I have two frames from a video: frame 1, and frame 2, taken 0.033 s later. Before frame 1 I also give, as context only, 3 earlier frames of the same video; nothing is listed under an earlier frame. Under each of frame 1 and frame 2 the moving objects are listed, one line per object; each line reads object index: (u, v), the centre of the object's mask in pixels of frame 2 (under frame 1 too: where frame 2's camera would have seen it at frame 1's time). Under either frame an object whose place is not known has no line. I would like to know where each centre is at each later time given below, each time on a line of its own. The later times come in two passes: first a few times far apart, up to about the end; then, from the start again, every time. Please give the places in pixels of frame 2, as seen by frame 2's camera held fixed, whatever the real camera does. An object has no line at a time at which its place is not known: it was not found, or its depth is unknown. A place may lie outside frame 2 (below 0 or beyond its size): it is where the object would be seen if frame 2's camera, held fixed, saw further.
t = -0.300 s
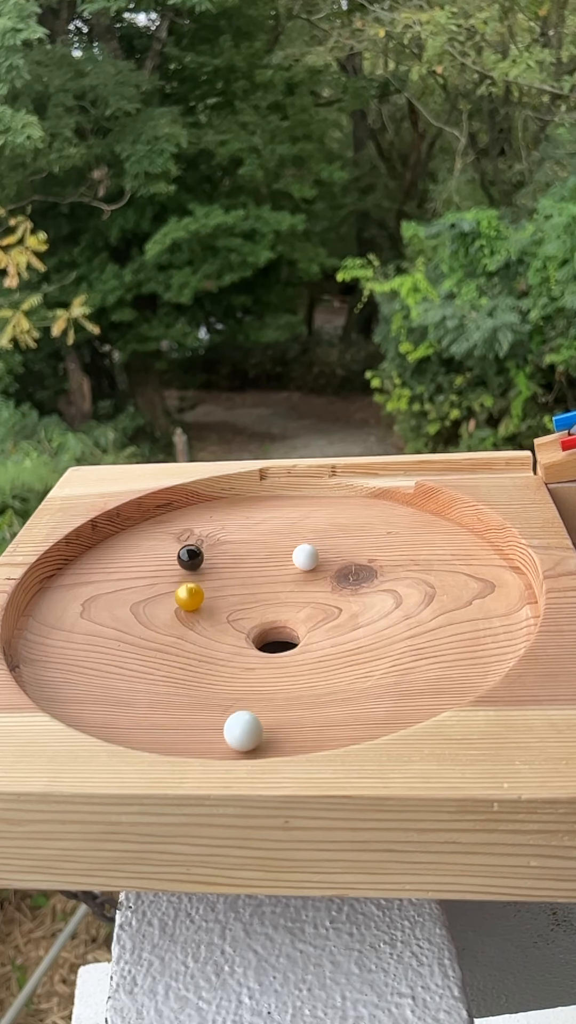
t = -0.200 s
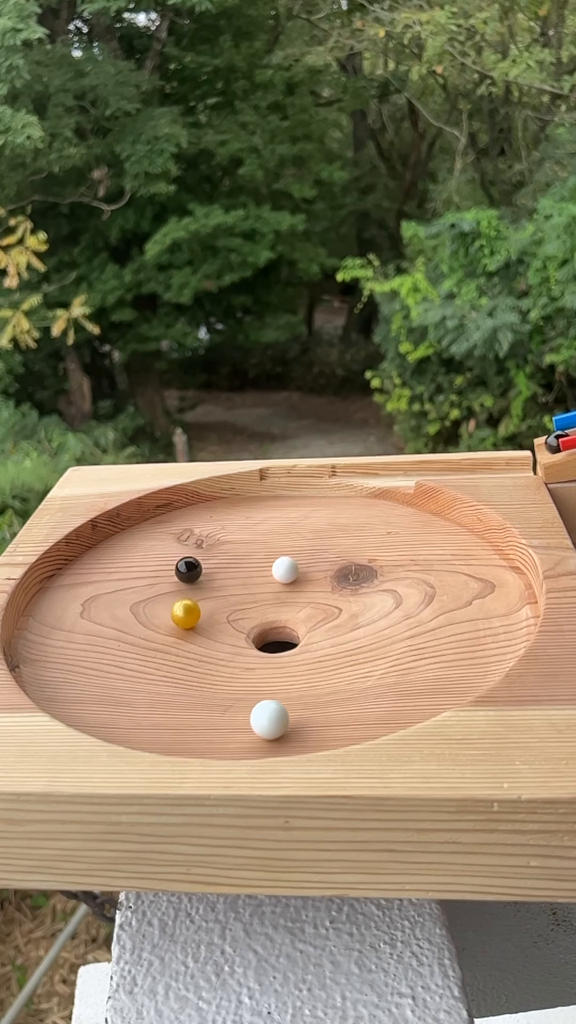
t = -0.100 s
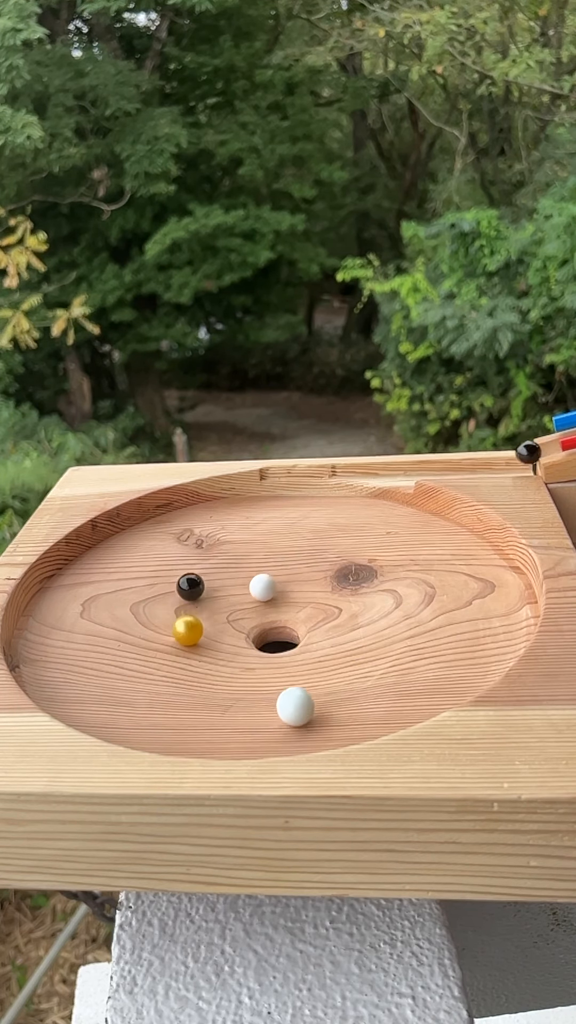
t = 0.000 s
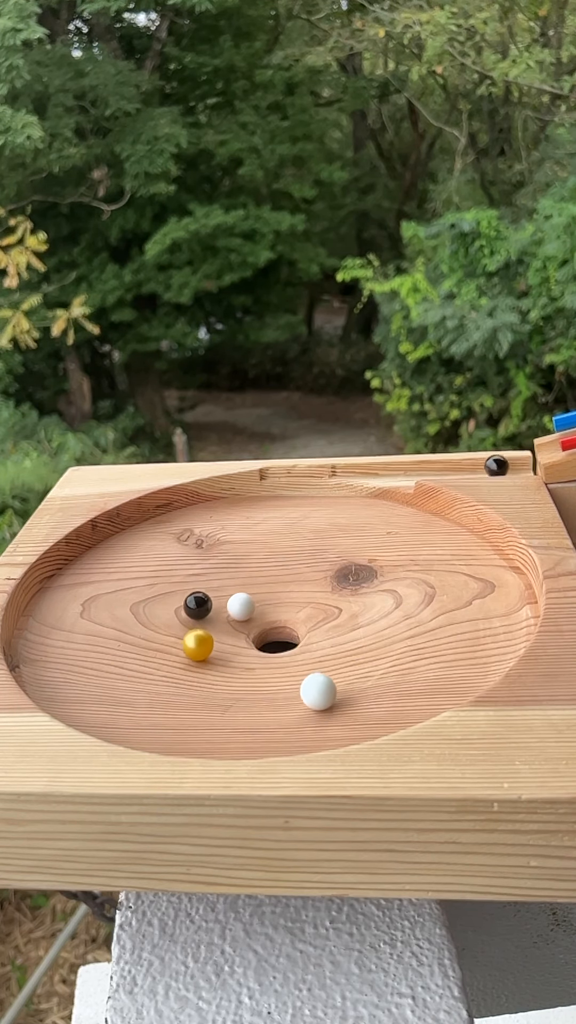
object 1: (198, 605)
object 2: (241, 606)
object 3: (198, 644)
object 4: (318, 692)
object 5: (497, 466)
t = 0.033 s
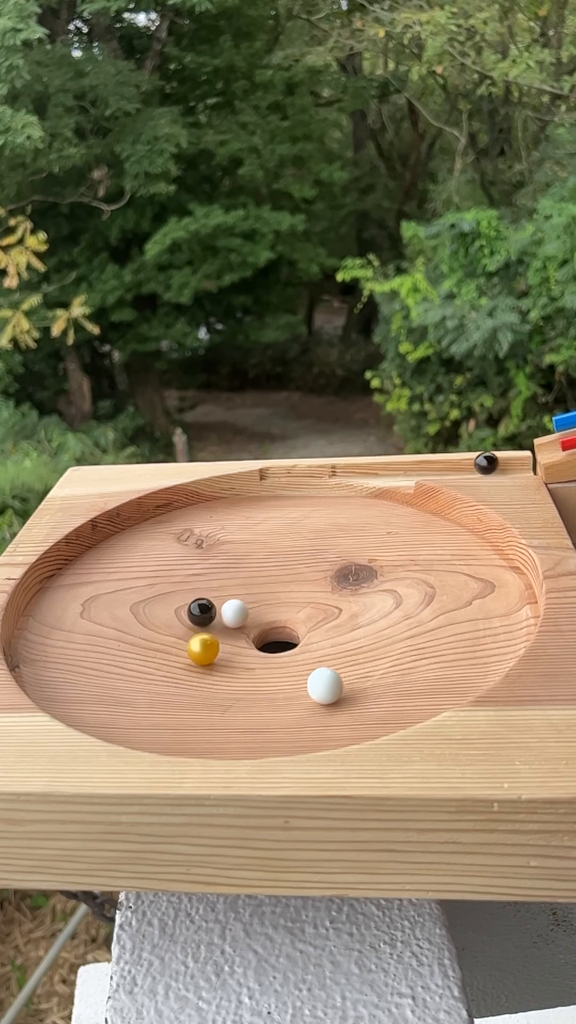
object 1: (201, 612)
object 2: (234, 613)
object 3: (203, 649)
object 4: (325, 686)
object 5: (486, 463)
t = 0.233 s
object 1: (199, 646)
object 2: (257, 641)
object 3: (252, 665)
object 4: (353, 647)
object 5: (444, 471)
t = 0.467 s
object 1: (234, 673)
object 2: (292, 650)
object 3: (321, 663)
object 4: (352, 593)
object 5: (400, 473)
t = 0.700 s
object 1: (289, 675)
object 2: (312, 630)
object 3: (373, 644)
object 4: (324, 543)
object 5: (361, 474)
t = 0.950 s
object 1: (336, 652)
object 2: (303, 601)
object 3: (387, 612)
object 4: (289, 515)
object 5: (315, 500)
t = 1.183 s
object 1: (349, 618)
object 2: (273, 587)
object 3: (361, 583)
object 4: (241, 509)
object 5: (295, 523)
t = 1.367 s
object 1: (336, 586)
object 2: (248, 590)
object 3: (323, 567)
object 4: (202, 509)
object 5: (280, 552)
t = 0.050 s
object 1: (202, 615)
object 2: (233, 616)
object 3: (206, 651)
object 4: (328, 683)
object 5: (481, 463)
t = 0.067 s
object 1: (199, 618)
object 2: (235, 620)
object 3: (210, 653)
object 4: (331, 680)
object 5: (478, 464)
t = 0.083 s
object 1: (198, 621)
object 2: (237, 622)
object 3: (213, 654)
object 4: (334, 677)
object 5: (475, 466)
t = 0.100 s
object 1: (197, 624)
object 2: (239, 625)
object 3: (217, 656)
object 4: (337, 674)
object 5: (472, 467)
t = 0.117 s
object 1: (197, 627)
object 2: (241, 628)
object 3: (221, 658)
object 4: (340, 671)
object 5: (469, 467)
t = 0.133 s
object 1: (196, 630)
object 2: (242, 631)
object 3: (225, 659)
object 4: (342, 667)
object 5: (465, 468)
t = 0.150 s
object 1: (196, 633)
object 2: (245, 633)
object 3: (229, 661)
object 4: (345, 664)
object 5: (462, 469)
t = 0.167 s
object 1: (196, 636)
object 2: (247, 635)
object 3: (233, 662)
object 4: (346, 661)
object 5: (458, 470)
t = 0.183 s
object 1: (197, 639)
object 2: (250, 637)
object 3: (238, 663)
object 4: (348, 658)
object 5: (455, 470)
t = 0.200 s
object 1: (197, 641)
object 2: (252, 639)
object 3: (242, 664)
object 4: (350, 654)
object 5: (451, 470)
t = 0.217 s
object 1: (198, 644)
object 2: (255, 640)
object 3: (247, 664)
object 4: (352, 651)
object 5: (448, 471)
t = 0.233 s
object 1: (199, 646)
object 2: (257, 641)
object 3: (252, 665)
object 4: (353, 647)
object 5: (444, 471)
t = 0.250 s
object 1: (201, 648)
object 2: (260, 642)
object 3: (257, 665)
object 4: (354, 644)
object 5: (441, 471)
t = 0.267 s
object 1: (202, 651)
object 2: (262, 642)
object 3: (261, 665)
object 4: (355, 641)
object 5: (438, 471)
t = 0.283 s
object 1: (204, 654)
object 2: (264, 643)
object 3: (266, 665)
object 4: (356, 637)
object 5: (435, 471)
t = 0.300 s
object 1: (206, 656)
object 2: (266, 644)
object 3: (271, 665)
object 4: (357, 633)
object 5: (432, 471)
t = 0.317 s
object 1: (208, 658)
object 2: (268, 646)
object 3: (276, 665)
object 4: (357, 630)
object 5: (429, 471)
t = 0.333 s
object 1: (210, 660)
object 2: (270, 647)
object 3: (282, 665)
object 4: (357, 626)
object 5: (425, 472)
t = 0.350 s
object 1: (213, 662)
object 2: (272, 648)
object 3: (287, 665)
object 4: (358, 622)
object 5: (422, 472)
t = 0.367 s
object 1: (215, 664)
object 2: (275, 649)
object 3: (292, 666)
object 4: (357, 618)
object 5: (419, 472)
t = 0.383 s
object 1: (218, 666)
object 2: (278, 650)
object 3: (297, 666)
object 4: (357, 614)
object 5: (416, 473)
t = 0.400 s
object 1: (221, 667)
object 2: (281, 650)
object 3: (302, 665)
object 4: (357, 610)
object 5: (413, 473)
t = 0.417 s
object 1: (224, 669)
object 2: (284, 650)
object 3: (307, 665)
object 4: (356, 606)
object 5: (409, 473)
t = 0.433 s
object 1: (227, 670)
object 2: (287, 650)
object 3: (312, 664)
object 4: (355, 602)
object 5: (407, 474)
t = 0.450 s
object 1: (231, 672)
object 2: (290, 650)
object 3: (317, 664)
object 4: (353, 597)
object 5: (404, 474)
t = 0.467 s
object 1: (234, 673)
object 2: (292, 650)
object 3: (321, 663)
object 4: (352, 593)
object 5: (400, 473)
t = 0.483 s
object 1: (238, 674)
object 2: (295, 649)
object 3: (326, 662)
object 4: (351, 588)
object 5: (397, 473)
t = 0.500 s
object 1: (242, 675)
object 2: (297, 648)
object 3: (330, 661)
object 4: (349, 584)
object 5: (394, 473)
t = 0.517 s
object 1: (245, 676)
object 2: (299, 647)
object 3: (335, 660)
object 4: (348, 580)
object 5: (391, 473)
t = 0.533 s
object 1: (249, 676)
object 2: (301, 646)
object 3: (339, 658)
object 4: (346, 575)
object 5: (388, 472)
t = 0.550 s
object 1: (253, 677)
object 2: (303, 645)
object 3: (343, 657)
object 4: (344, 571)
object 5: (386, 472)
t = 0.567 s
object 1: (257, 677)
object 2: (304, 643)
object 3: (347, 656)
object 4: (342, 568)
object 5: (383, 472)
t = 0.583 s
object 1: (261, 677)
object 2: (306, 642)
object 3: (351, 655)
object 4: (340, 564)
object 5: (380, 471)
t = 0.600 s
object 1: (265, 677)
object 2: (307, 640)
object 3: (354, 653)
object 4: (337, 561)
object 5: (377, 471)
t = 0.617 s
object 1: (269, 677)
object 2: (308, 639)
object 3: (358, 652)
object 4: (335, 557)
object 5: (375, 471)
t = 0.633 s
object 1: (273, 677)
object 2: (310, 637)
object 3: (361, 651)
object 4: (333, 554)
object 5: (372, 471)
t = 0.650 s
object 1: (277, 677)
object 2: (311, 636)
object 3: (364, 649)
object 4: (330, 551)
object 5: (369, 472)
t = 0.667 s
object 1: (281, 676)
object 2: (311, 634)
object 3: (367, 647)
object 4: (328, 548)
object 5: (367, 472)
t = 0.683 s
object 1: (285, 676)
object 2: (312, 632)
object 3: (370, 646)
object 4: (326, 546)
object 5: (364, 473)
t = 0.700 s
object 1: (289, 675)
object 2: (312, 630)
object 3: (373, 644)
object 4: (324, 543)
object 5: (361, 474)
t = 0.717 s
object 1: (293, 674)
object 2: (313, 628)
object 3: (375, 642)
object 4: (321, 541)
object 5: (359, 475)
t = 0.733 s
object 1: (297, 673)
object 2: (313, 626)
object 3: (377, 640)
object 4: (319, 538)
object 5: (356, 477)
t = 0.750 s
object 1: (300, 672)
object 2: (313, 624)
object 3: (379, 638)
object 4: (317, 536)
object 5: (353, 479)
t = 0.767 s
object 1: (304, 671)
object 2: (313, 623)
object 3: (381, 636)
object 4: (314, 534)
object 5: (351, 482)
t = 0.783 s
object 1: (307, 670)
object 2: (313, 620)
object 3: (383, 634)
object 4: (312, 531)
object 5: (348, 486)
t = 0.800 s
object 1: (311, 668)
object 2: (313, 619)
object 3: (384, 632)
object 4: (310, 529)
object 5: (345, 489)
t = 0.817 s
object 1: (314, 667)
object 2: (312, 616)
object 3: (385, 630)
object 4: (307, 527)
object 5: (341, 488)
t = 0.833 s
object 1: (317, 665)
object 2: (311, 614)
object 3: (386, 628)
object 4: (305, 525)
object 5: (338, 489)
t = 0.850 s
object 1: (320, 663)
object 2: (310, 612)
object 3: (387, 625)
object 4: (303, 523)
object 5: (334, 490)
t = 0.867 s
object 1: (323, 662)
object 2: (310, 610)
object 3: (387, 623)
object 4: (301, 522)
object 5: (331, 492)
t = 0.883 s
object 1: (326, 660)
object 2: (309, 608)
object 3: (388, 621)
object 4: (298, 520)
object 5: (328, 496)
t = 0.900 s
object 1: (329, 658)
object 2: (307, 606)
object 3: (387, 619)
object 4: (296, 519)
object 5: (324, 499)
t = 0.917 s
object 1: (332, 657)
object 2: (306, 605)
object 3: (387, 617)
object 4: (294, 517)
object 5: (321, 499)
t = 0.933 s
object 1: (334, 654)
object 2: (305, 603)
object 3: (387, 614)
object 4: (292, 516)
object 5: (318, 499)
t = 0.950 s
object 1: (336, 652)
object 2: (303, 601)
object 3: (387, 612)
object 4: (289, 515)
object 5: (315, 500)
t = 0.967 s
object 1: (338, 650)
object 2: (301, 599)
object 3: (386, 610)
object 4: (287, 514)
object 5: (312, 502)
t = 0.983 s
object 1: (340, 648)
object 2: (300, 597)
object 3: (385, 608)
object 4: (285, 513)
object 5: (309, 505)
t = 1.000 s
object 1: (342, 645)
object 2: (298, 596)
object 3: (384, 606)
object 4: (281, 512)
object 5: (308, 507)
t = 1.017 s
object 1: (344, 643)
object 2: (296, 595)
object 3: (383, 604)
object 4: (277, 511)
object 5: (306, 508)
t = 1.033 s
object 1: (344, 642)
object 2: (295, 594)
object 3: (382, 603)
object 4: (275, 511)
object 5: (306, 509)
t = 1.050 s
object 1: (346, 640)
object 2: (293, 593)
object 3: (380, 600)
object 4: (271, 511)
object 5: (305, 511)
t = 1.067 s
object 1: (347, 637)
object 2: (290, 592)
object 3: (379, 598)
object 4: (267, 511)
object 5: (304, 512)
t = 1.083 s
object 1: (348, 635)
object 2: (288, 591)
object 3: (377, 596)
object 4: (264, 510)
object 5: (303, 514)
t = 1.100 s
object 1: (348, 632)
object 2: (286, 590)
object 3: (374, 594)
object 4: (260, 510)
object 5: (302, 515)
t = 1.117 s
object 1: (349, 629)
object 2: (283, 589)
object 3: (372, 592)
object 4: (256, 509)
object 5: (300, 517)
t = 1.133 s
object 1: (349, 627)
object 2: (280, 589)
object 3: (369, 590)
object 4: (252, 509)
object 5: (299, 518)
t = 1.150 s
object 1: (349, 624)
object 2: (278, 588)
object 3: (367, 587)
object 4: (249, 509)
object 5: (298, 520)
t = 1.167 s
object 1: (349, 621)
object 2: (275, 587)
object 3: (364, 585)
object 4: (245, 509)
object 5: (297, 521)
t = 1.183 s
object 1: (349, 618)
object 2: (273, 587)
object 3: (361, 583)
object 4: (241, 509)
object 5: (295, 523)
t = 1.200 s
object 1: (349, 615)
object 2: (270, 587)
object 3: (358, 581)
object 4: (237, 509)
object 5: (294, 525)
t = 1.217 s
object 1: (348, 612)
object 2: (268, 587)
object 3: (355, 579)
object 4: (234, 508)
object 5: (293, 527)
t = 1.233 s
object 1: (347, 610)
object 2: (265, 587)
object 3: (352, 578)
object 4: (230, 509)
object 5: (292, 529)
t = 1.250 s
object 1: (347, 607)
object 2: (263, 587)
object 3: (349, 577)
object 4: (226, 508)
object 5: (290, 532)
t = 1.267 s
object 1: (345, 603)
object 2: (261, 587)
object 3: (345, 575)
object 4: (223, 508)
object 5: (289, 535)
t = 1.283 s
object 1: (344, 600)
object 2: (258, 587)
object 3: (343, 573)
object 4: (219, 508)
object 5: (287, 537)
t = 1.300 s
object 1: (343, 597)
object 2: (256, 587)
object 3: (339, 572)
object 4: (216, 508)
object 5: (286, 540)
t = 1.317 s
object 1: (341, 594)
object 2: (254, 588)
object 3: (336, 570)
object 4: (212, 509)
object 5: (284, 542)
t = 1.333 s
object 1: (339, 591)
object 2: (252, 588)
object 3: (331, 569)
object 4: (209, 508)
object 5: (283, 545)
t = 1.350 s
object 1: (338, 588)
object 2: (250, 589)
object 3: (327, 568)
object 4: (205, 509)
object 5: (281, 548)
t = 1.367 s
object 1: (336, 586)
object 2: (248, 590)
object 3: (323, 567)
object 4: (202, 509)
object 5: (280, 552)
